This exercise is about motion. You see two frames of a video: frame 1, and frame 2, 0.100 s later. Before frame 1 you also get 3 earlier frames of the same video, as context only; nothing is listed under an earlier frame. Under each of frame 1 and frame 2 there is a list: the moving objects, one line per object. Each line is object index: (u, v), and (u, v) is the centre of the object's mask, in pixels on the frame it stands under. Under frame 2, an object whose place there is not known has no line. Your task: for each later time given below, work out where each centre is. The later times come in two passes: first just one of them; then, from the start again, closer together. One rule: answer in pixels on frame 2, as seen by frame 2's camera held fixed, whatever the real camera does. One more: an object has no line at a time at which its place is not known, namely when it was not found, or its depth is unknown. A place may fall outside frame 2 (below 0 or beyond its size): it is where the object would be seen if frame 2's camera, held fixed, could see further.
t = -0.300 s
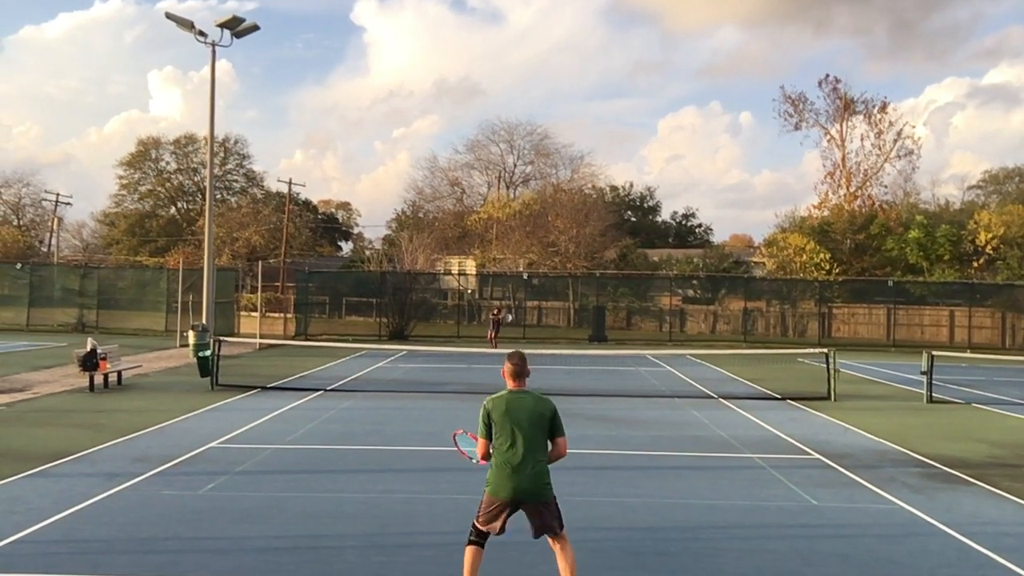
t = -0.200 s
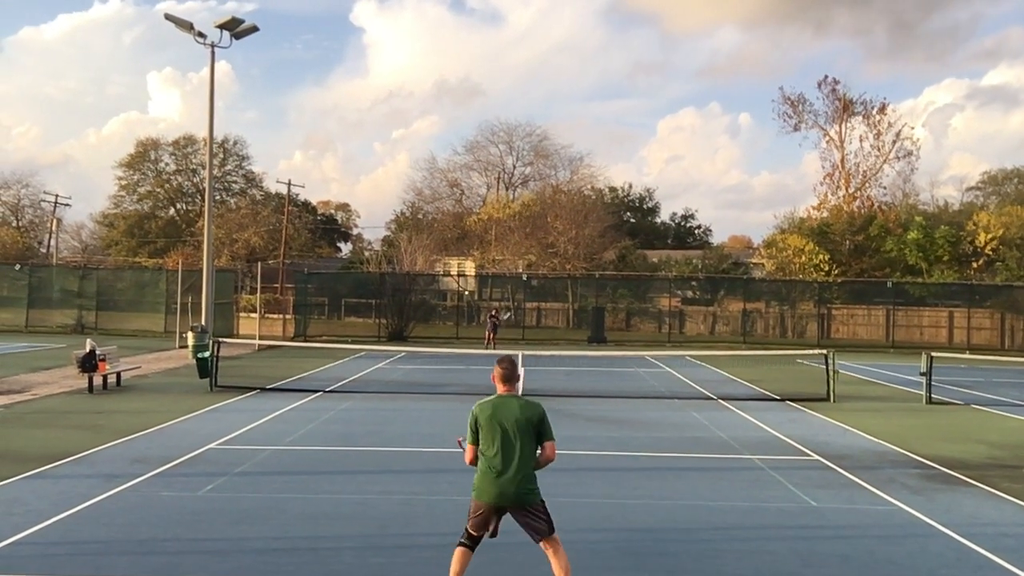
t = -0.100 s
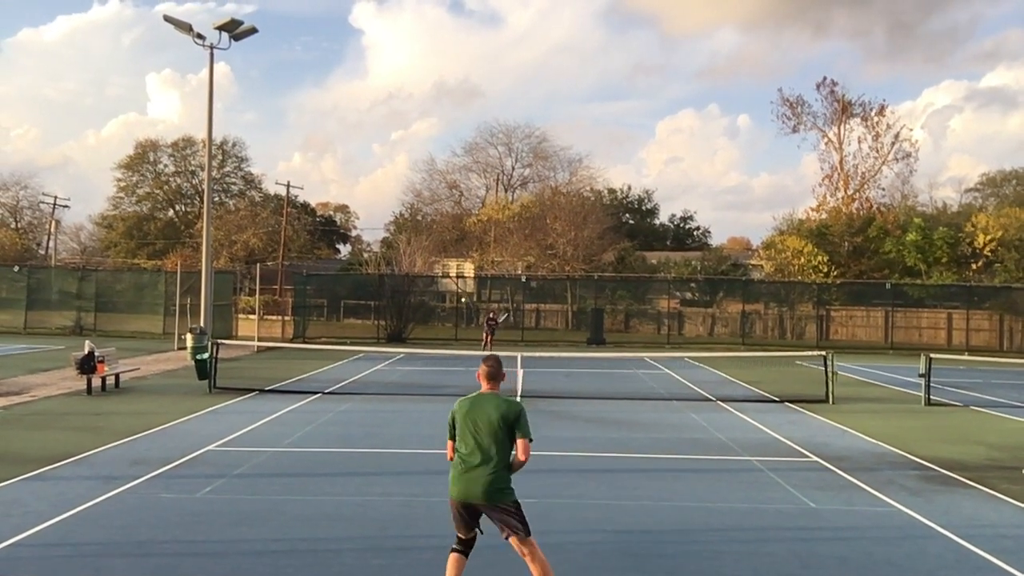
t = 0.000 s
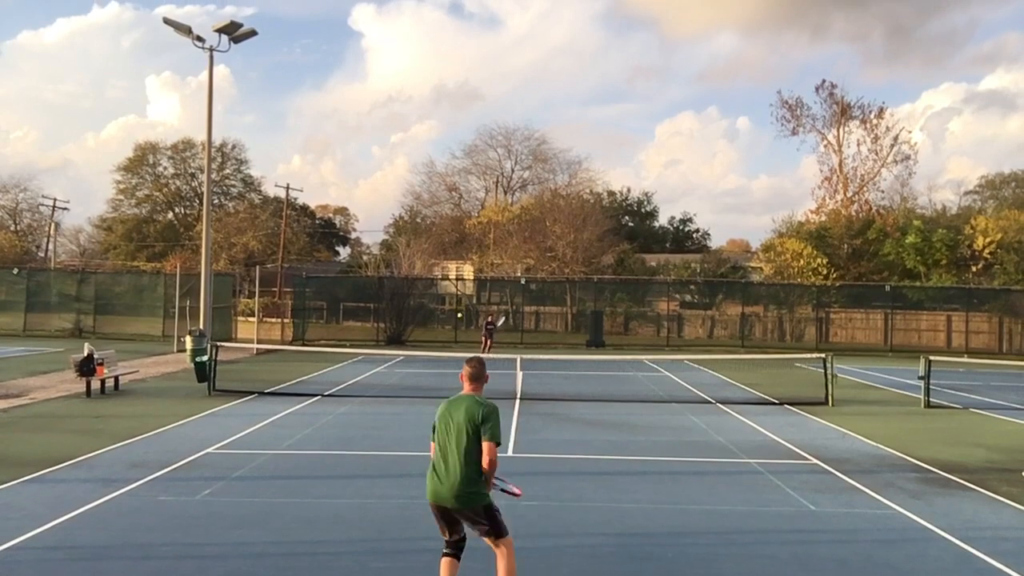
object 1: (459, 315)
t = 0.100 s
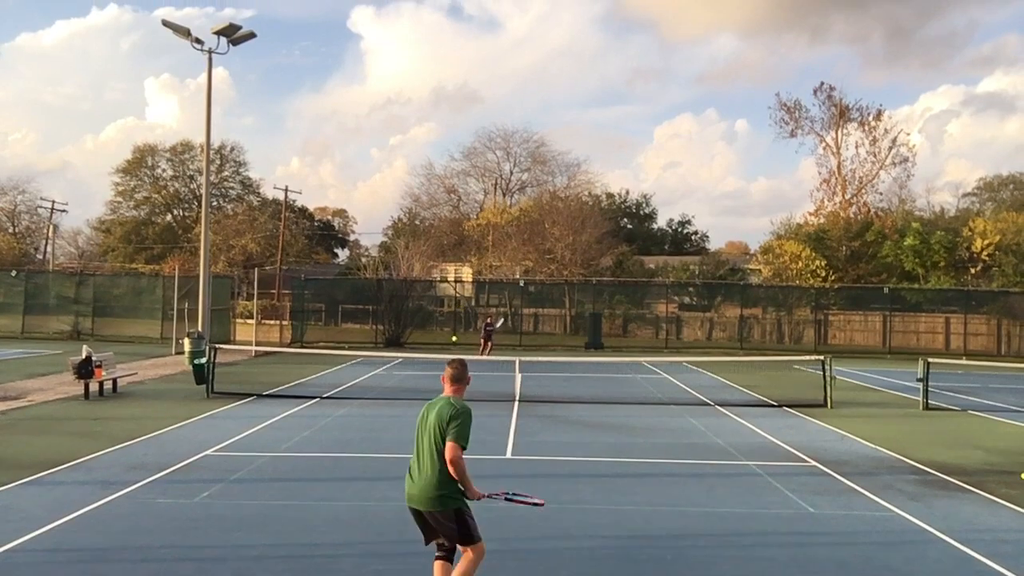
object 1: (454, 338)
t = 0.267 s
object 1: (445, 398)
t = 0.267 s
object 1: (445, 398)
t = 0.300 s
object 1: (442, 417)
